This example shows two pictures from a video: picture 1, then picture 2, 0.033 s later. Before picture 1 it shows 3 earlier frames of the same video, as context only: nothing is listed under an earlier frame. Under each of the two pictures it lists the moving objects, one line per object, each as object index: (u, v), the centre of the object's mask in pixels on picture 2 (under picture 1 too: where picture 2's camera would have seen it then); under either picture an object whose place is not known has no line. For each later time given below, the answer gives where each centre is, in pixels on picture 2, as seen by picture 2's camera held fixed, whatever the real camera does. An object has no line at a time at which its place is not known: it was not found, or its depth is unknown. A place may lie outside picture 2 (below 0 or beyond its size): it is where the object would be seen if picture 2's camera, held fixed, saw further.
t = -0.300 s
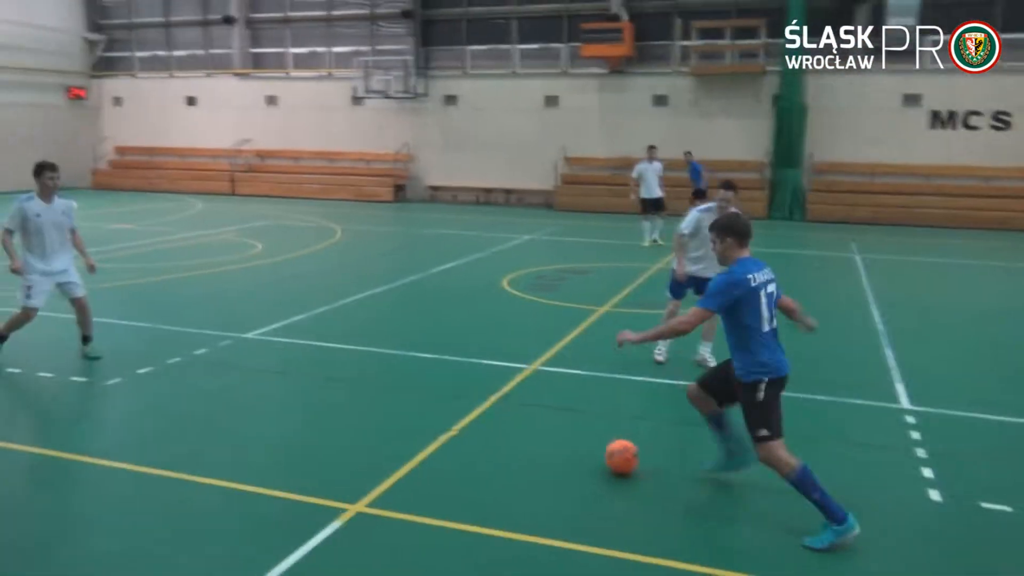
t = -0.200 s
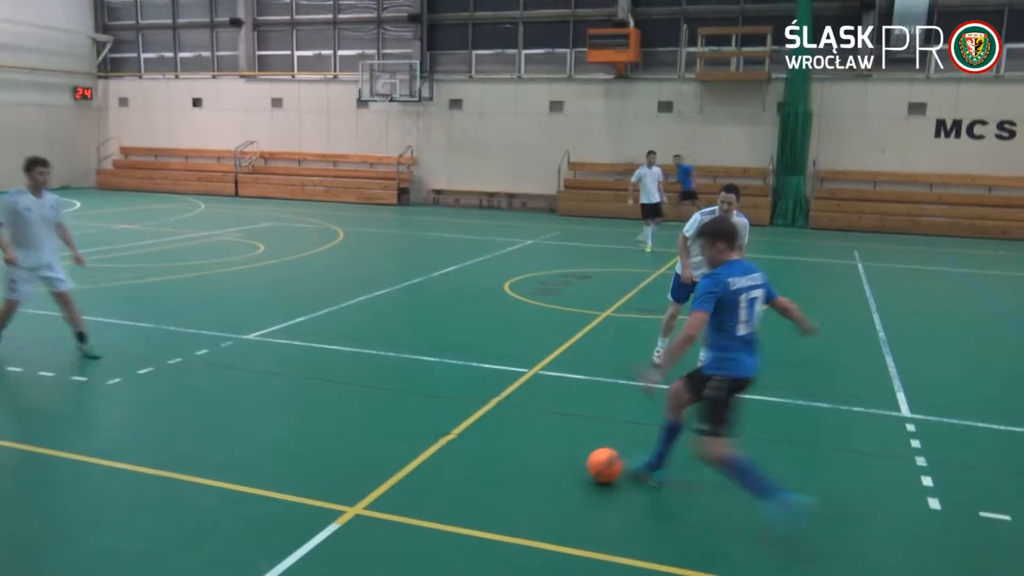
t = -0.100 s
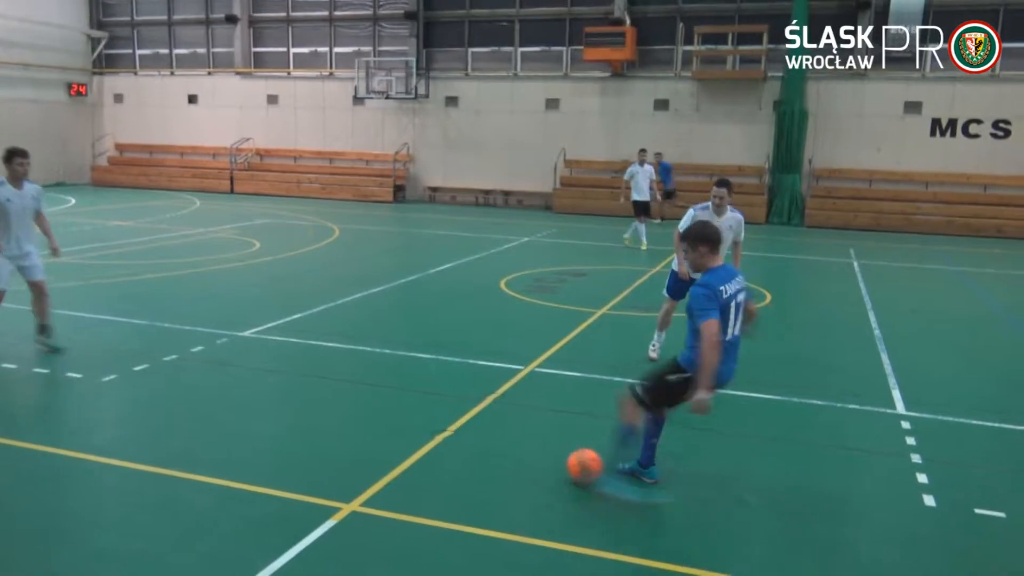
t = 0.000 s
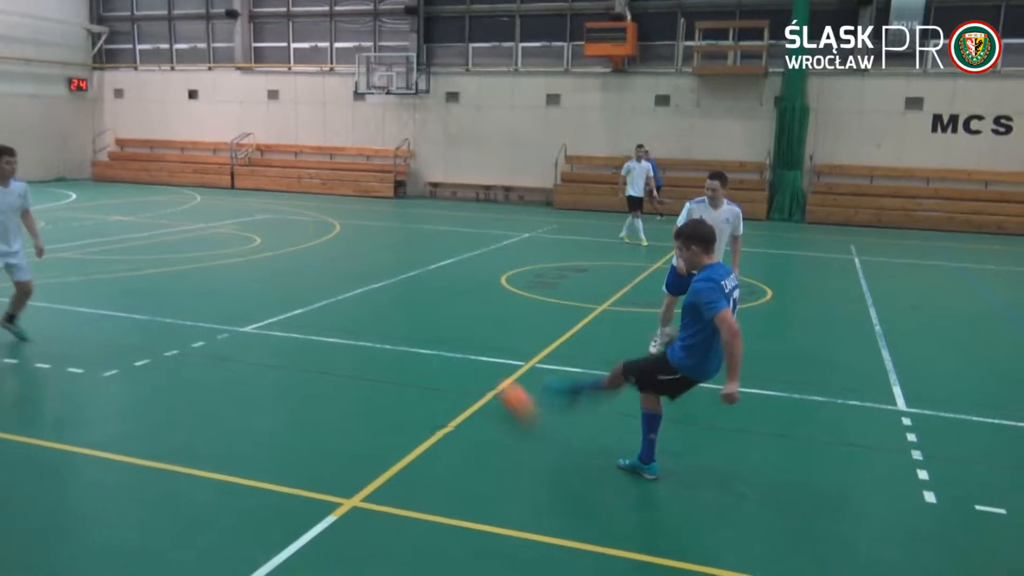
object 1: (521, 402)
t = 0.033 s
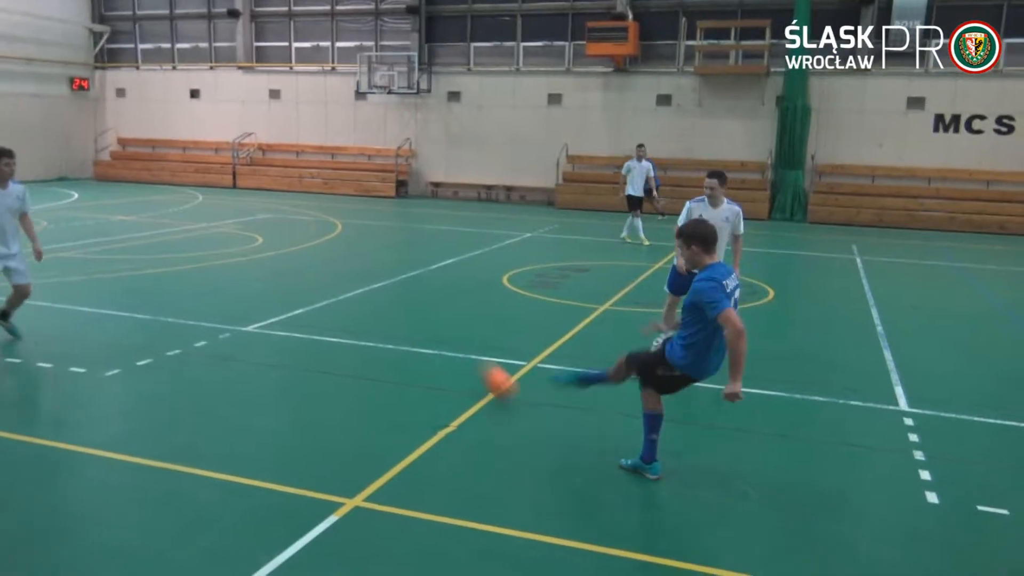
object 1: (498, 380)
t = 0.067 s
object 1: (479, 365)
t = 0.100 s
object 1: (461, 352)
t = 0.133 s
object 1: (450, 341)
